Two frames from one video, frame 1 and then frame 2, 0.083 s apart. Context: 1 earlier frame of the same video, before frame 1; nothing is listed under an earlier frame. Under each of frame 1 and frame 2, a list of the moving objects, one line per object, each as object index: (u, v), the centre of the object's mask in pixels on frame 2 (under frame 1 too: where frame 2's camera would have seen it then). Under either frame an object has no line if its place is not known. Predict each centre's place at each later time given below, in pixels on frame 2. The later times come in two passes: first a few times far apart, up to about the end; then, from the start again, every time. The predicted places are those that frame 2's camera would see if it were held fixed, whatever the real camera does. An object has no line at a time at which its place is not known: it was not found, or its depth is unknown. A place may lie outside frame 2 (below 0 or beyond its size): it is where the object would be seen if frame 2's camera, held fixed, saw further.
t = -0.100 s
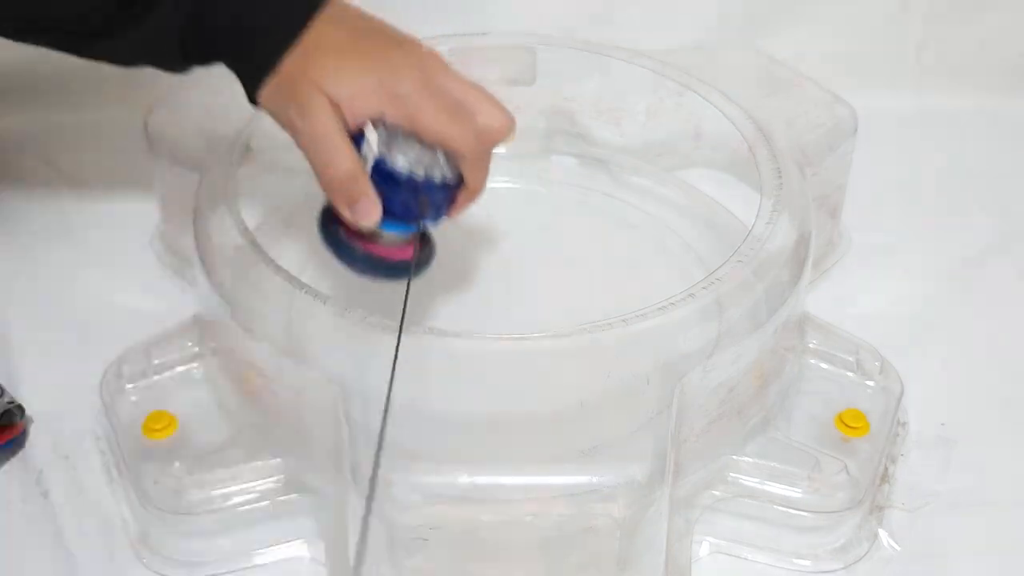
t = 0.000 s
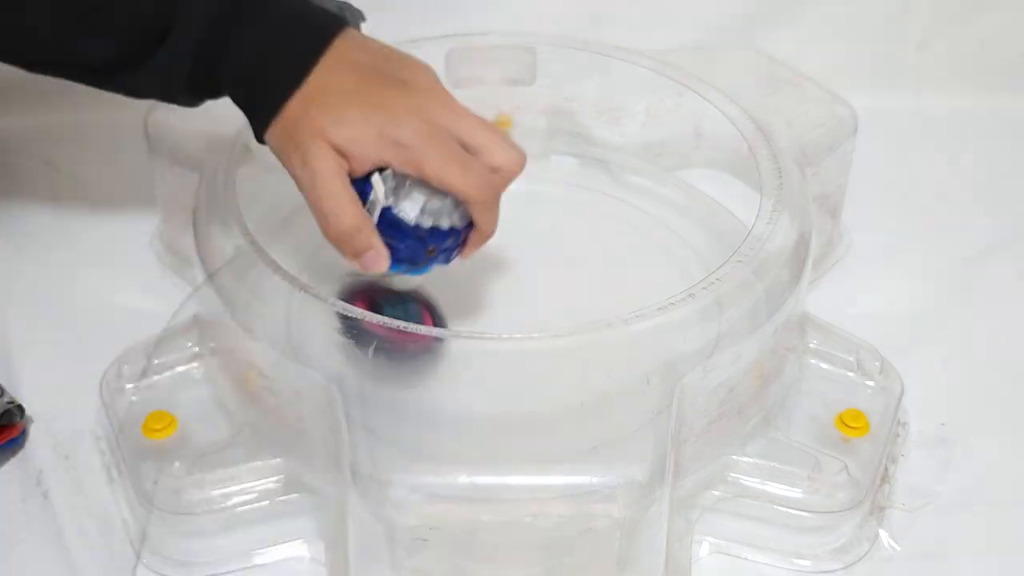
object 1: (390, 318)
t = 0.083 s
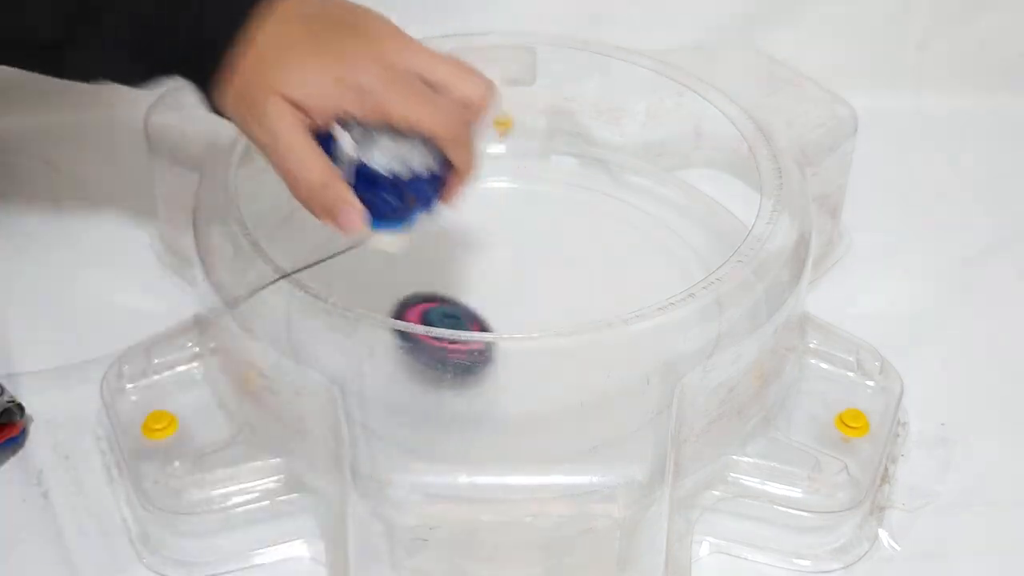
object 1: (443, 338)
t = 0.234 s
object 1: (531, 344)
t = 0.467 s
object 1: (571, 373)
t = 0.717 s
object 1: (457, 397)
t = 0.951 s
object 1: (366, 361)
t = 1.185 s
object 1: (461, 311)
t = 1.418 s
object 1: (606, 356)
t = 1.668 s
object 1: (576, 398)
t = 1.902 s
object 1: (465, 376)
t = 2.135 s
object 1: (512, 300)
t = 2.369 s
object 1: (639, 278)
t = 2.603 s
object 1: (647, 356)
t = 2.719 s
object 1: (564, 374)
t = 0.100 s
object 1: (455, 330)
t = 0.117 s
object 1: (466, 331)
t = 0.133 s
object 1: (476, 332)
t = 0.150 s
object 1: (486, 342)
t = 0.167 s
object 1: (496, 341)
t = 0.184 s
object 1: (508, 341)
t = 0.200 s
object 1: (515, 341)
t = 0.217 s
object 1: (523, 340)
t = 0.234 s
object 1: (531, 344)
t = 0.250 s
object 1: (539, 343)
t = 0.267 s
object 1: (547, 346)
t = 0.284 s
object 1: (553, 347)
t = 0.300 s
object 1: (559, 348)
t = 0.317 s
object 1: (563, 350)
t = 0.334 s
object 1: (569, 356)
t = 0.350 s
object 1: (575, 365)
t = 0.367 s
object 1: (577, 366)
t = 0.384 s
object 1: (578, 366)
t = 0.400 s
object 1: (579, 367)
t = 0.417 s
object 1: (578, 369)
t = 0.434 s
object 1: (577, 370)
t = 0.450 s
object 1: (574, 371)
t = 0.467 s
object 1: (571, 373)
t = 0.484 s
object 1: (568, 375)
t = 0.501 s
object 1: (563, 377)
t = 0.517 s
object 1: (558, 378)
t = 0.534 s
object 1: (552, 381)
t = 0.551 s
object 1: (545, 383)
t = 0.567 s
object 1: (538, 385)
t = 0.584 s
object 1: (530, 388)
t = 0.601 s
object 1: (522, 390)
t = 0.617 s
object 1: (514, 392)
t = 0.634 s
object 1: (505, 393)
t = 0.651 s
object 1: (495, 394)
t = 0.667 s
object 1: (486, 395)
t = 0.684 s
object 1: (476, 396)
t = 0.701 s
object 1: (466, 397)
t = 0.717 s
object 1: (457, 397)
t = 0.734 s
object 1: (447, 397)
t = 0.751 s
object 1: (437, 397)
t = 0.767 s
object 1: (427, 396)
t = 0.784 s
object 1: (417, 395)
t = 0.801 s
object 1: (406, 393)
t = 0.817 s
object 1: (398, 390)
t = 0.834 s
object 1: (390, 388)
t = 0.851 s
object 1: (381, 385)
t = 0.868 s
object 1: (374, 383)
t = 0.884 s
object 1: (369, 379)
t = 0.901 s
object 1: (367, 375)
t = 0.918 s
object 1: (366, 370)
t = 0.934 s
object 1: (366, 365)
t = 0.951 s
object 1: (366, 361)
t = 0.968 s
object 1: (367, 358)
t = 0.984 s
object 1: (368, 355)
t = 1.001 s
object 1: (371, 352)
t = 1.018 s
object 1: (374, 351)
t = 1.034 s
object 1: (379, 349)
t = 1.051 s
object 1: (386, 341)
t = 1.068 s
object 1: (394, 337)
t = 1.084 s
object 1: (402, 333)
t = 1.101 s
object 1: (411, 332)
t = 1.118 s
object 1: (421, 326)
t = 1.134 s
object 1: (431, 323)
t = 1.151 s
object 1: (442, 322)
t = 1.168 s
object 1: (451, 310)
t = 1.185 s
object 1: (461, 311)
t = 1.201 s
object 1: (471, 311)
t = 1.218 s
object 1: (481, 311)
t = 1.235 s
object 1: (492, 312)
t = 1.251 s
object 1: (506, 322)
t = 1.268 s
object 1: (516, 323)
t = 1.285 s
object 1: (527, 325)
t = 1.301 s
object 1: (538, 328)
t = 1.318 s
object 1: (549, 331)
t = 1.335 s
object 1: (559, 329)
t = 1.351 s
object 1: (570, 338)
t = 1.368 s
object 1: (579, 341)
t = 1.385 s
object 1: (588, 346)
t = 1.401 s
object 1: (595, 348)
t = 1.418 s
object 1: (606, 356)
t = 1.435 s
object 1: (611, 358)
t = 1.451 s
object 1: (615, 358)
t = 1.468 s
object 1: (618, 362)
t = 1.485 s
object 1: (620, 364)
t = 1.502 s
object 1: (621, 368)
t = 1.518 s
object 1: (620, 370)
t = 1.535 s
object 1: (619, 374)
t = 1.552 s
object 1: (616, 377)
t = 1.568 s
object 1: (613, 381)
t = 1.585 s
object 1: (608, 383)
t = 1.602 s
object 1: (603, 388)
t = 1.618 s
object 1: (597, 392)
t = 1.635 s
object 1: (590, 395)
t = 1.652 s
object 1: (583, 397)
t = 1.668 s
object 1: (576, 398)
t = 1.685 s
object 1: (567, 401)
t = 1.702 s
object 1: (558, 400)
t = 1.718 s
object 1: (549, 402)
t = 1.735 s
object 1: (541, 401)
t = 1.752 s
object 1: (531, 402)
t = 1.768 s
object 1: (522, 400)
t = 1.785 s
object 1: (513, 396)
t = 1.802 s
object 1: (504, 395)
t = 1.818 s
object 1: (496, 392)
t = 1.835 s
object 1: (488, 390)
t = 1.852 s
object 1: (480, 387)
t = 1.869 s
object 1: (474, 384)
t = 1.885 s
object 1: (469, 380)
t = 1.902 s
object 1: (465, 376)
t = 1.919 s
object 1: (461, 372)
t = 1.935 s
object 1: (459, 367)
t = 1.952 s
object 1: (458, 365)
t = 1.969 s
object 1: (458, 362)
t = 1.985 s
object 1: (461, 352)
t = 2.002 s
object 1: (464, 344)
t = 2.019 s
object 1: (468, 340)
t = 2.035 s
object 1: (476, 315)
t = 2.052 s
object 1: (480, 313)
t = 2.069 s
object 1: (485, 310)
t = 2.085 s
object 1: (491, 308)
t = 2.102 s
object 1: (497, 305)
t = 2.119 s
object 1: (504, 303)
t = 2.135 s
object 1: (512, 300)
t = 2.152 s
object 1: (520, 296)
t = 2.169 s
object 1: (529, 294)
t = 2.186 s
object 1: (539, 290)
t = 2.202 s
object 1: (549, 288)
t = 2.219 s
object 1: (559, 285)
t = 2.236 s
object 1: (569, 282)
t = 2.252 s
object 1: (579, 281)
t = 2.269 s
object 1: (589, 279)
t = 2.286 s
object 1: (599, 278)
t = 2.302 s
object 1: (609, 278)
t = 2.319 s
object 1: (618, 278)
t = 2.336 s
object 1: (626, 278)
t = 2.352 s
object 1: (634, 278)
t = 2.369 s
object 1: (639, 278)
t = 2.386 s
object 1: (644, 279)
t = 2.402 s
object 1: (648, 280)
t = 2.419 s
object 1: (650, 281)
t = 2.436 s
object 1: (652, 283)
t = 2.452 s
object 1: (667, 296)
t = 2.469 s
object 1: (668, 297)
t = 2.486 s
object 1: (672, 310)
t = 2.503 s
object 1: (675, 316)
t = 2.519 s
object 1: (674, 323)
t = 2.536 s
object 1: (676, 335)
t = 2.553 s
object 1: (670, 340)
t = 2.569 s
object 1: (663, 346)
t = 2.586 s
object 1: (655, 351)
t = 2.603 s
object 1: (647, 356)
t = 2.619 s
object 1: (639, 361)
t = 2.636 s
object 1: (628, 365)
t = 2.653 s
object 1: (615, 368)
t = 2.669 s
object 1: (603, 371)
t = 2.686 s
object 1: (589, 374)
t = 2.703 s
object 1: (577, 374)
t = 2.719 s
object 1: (564, 374)
